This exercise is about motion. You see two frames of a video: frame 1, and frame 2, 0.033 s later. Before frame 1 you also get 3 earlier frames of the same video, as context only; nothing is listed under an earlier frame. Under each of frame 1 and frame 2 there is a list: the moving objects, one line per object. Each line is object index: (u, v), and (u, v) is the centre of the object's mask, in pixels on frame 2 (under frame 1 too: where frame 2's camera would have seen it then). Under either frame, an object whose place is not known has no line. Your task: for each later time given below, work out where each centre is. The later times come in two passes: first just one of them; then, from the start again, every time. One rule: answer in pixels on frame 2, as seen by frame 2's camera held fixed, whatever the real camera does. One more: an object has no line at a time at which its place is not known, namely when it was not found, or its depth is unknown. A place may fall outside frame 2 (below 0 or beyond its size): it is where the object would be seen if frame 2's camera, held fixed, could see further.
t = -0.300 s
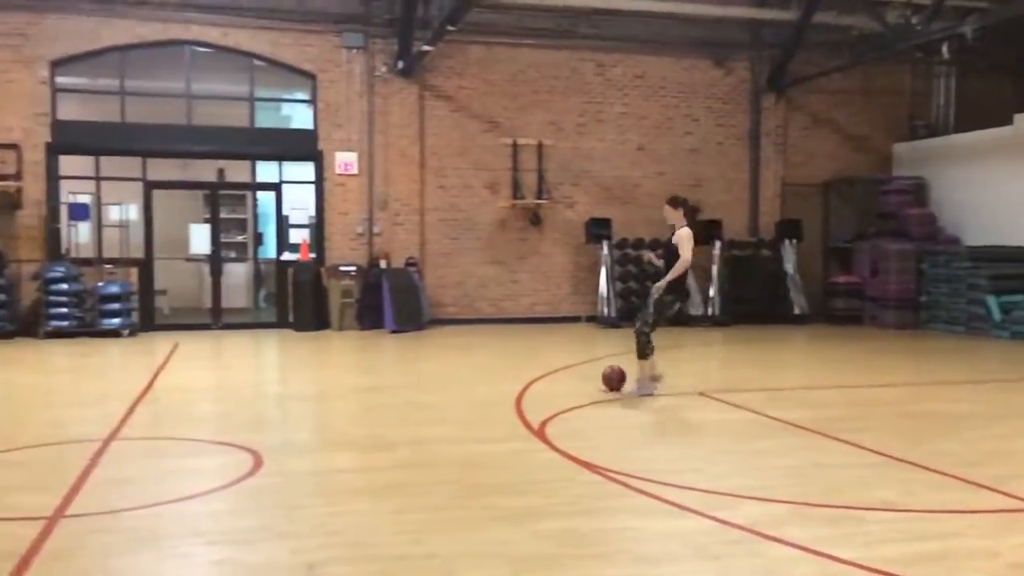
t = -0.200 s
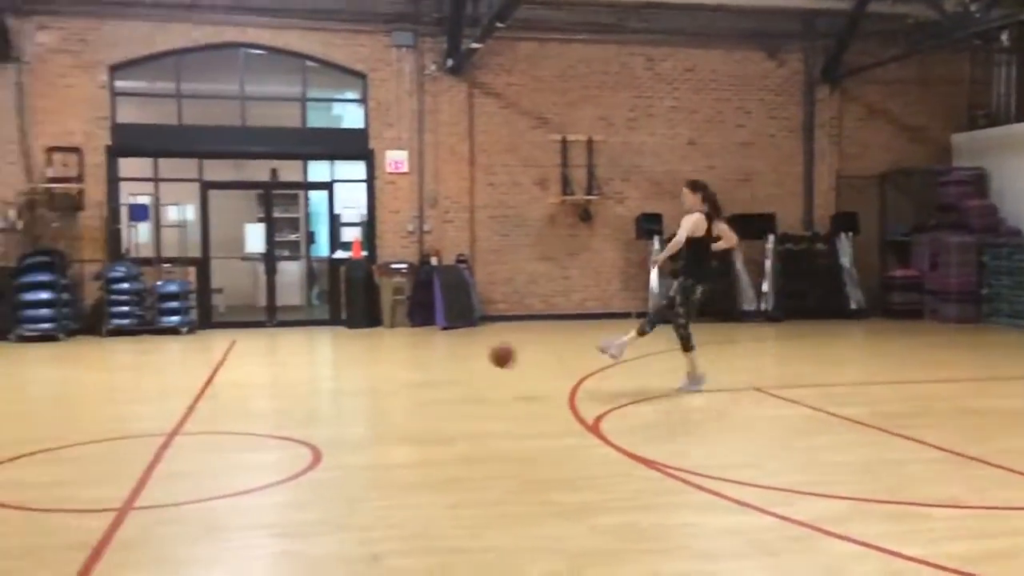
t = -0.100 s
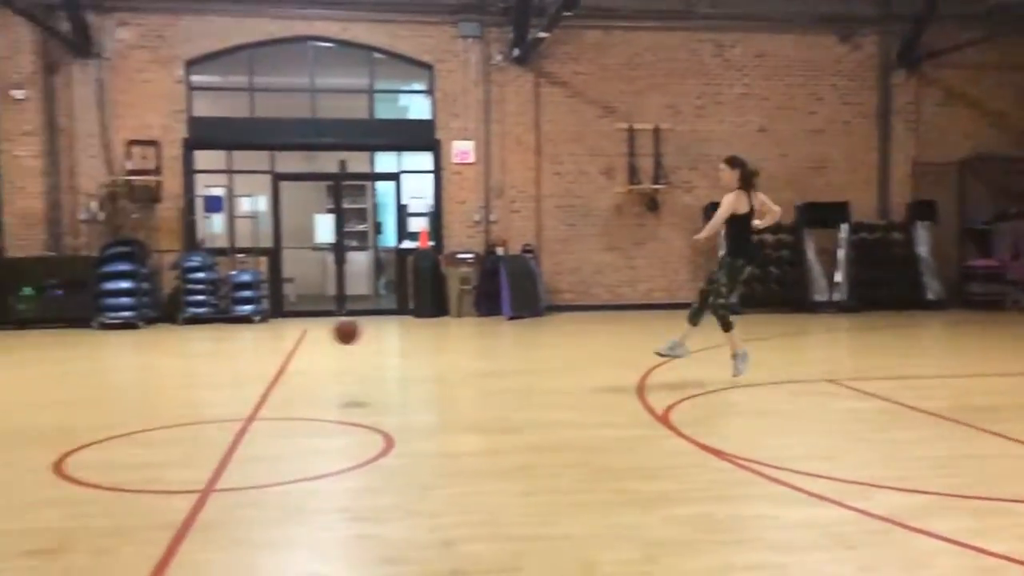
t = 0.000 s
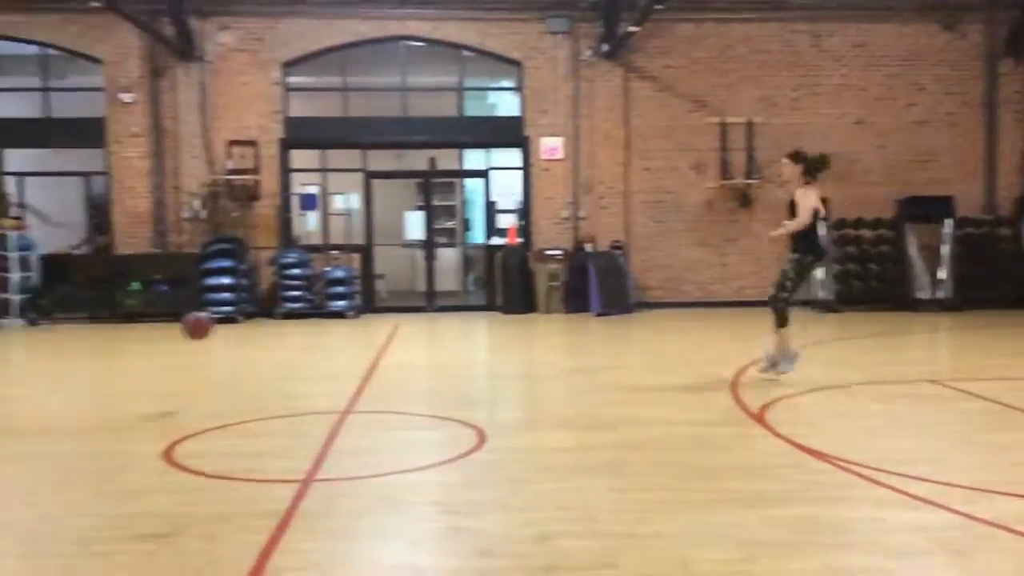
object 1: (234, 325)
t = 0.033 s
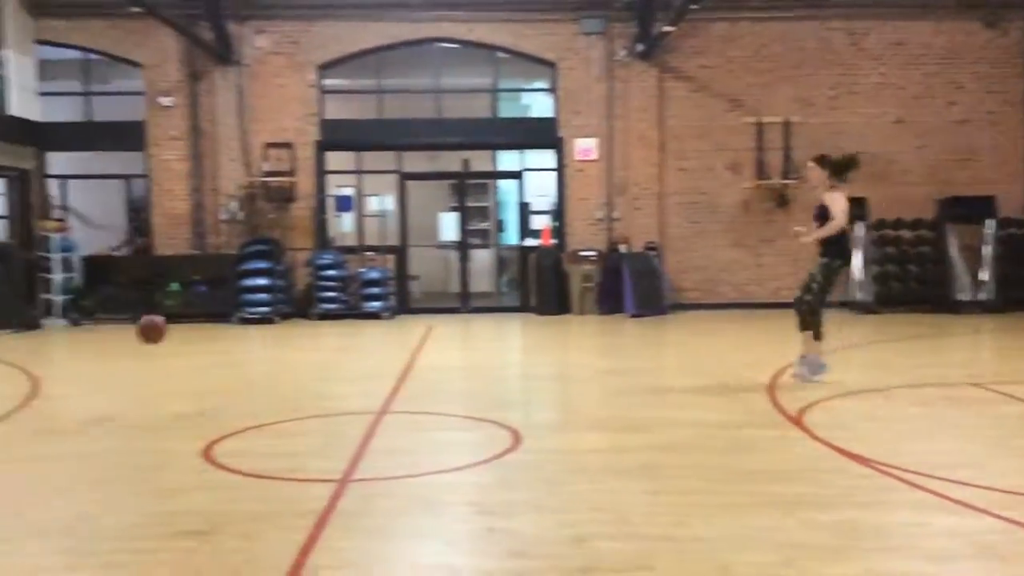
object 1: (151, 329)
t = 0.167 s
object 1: (-204, 359)
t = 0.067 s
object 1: (67, 334)
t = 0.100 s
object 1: (-21, 340)
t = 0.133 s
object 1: (-110, 348)
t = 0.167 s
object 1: (-204, 359)
